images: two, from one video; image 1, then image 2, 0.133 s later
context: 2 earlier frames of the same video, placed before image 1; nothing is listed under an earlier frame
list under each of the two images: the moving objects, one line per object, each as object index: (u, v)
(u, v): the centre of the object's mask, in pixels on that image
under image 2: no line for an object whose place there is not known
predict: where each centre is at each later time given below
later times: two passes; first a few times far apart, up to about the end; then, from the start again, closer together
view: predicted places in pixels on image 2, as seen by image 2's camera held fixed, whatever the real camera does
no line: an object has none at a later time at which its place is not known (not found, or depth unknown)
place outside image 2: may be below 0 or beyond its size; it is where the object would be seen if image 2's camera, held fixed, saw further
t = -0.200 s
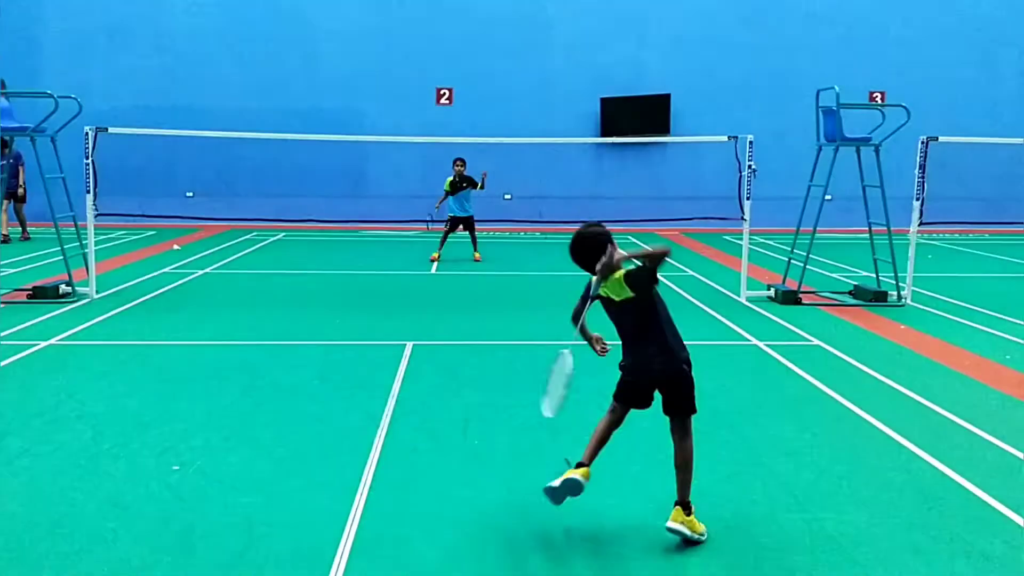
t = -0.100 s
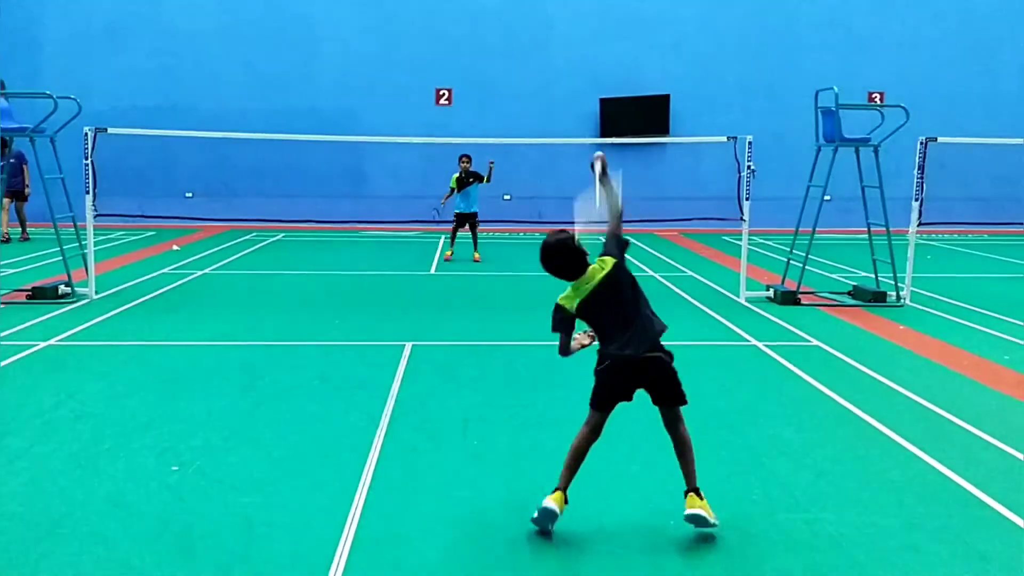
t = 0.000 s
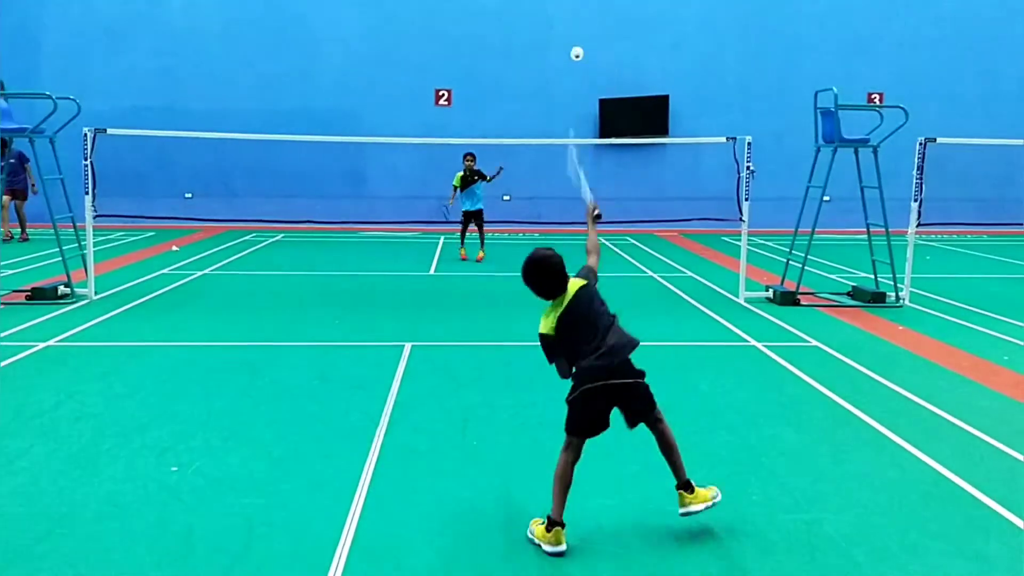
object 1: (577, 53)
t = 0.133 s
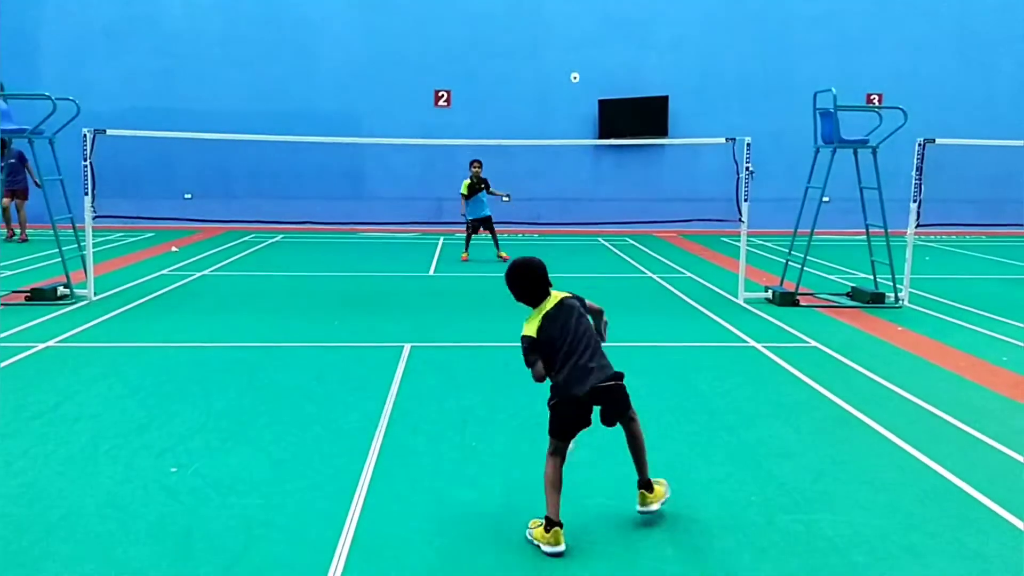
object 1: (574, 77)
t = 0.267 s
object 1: (574, 99)
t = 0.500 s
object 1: (575, 146)
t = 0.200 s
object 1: (574, 88)
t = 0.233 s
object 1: (574, 93)
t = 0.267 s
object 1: (574, 99)
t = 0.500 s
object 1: (575, 146)
